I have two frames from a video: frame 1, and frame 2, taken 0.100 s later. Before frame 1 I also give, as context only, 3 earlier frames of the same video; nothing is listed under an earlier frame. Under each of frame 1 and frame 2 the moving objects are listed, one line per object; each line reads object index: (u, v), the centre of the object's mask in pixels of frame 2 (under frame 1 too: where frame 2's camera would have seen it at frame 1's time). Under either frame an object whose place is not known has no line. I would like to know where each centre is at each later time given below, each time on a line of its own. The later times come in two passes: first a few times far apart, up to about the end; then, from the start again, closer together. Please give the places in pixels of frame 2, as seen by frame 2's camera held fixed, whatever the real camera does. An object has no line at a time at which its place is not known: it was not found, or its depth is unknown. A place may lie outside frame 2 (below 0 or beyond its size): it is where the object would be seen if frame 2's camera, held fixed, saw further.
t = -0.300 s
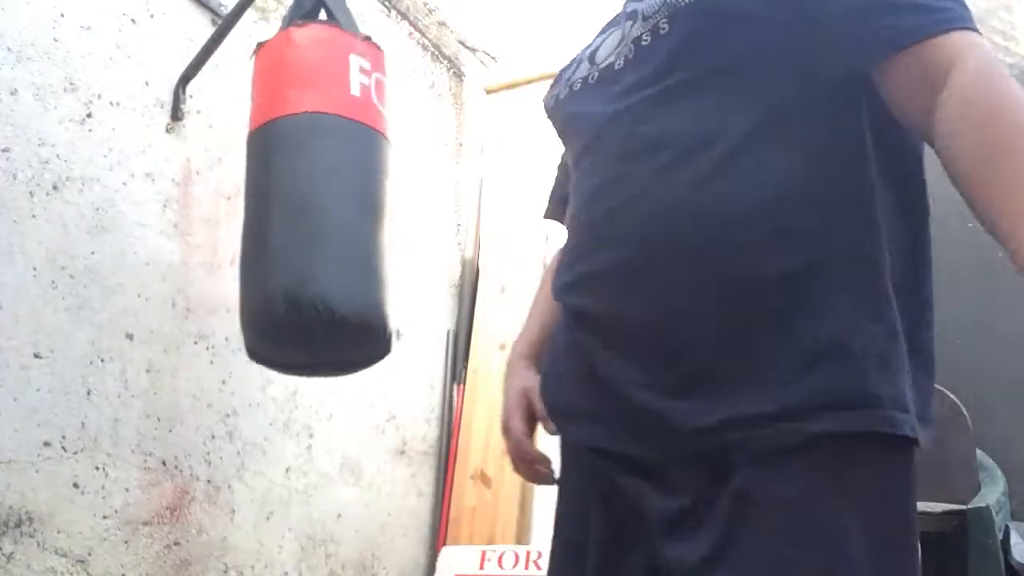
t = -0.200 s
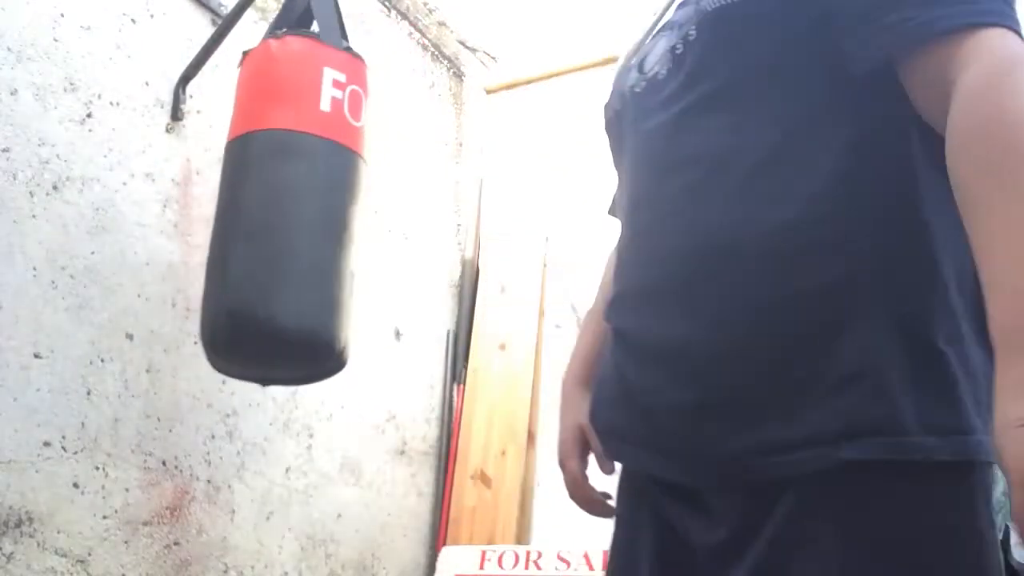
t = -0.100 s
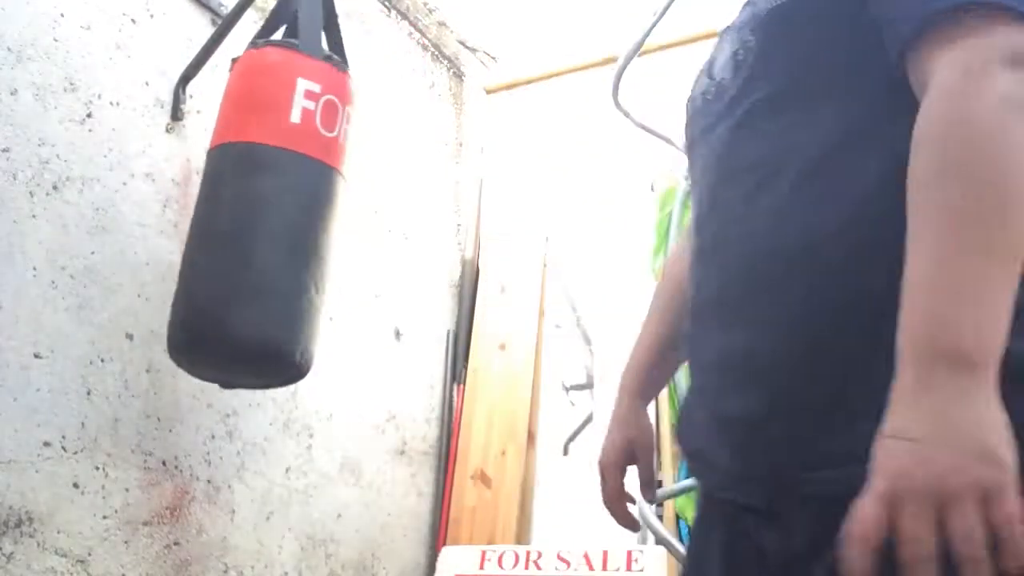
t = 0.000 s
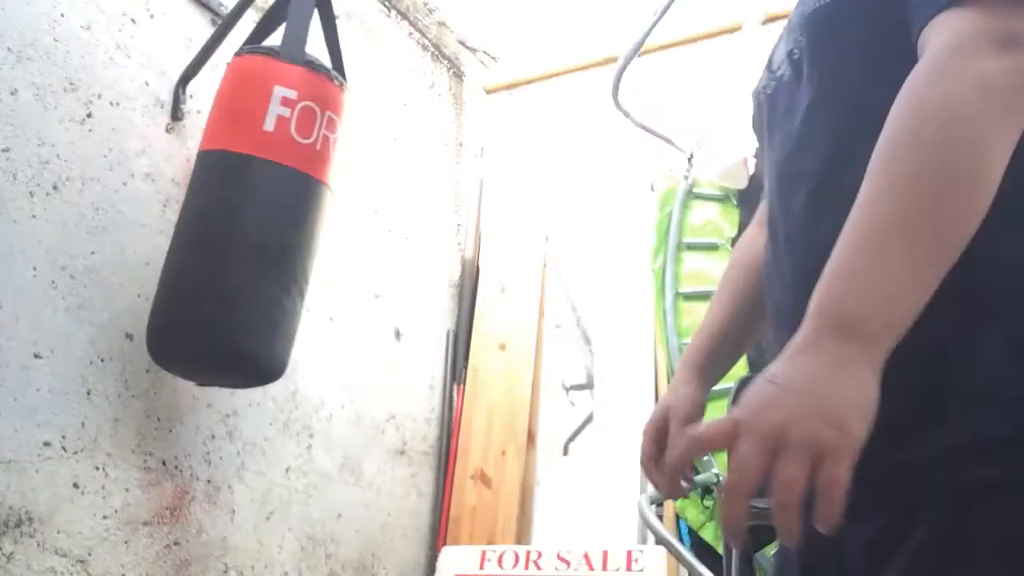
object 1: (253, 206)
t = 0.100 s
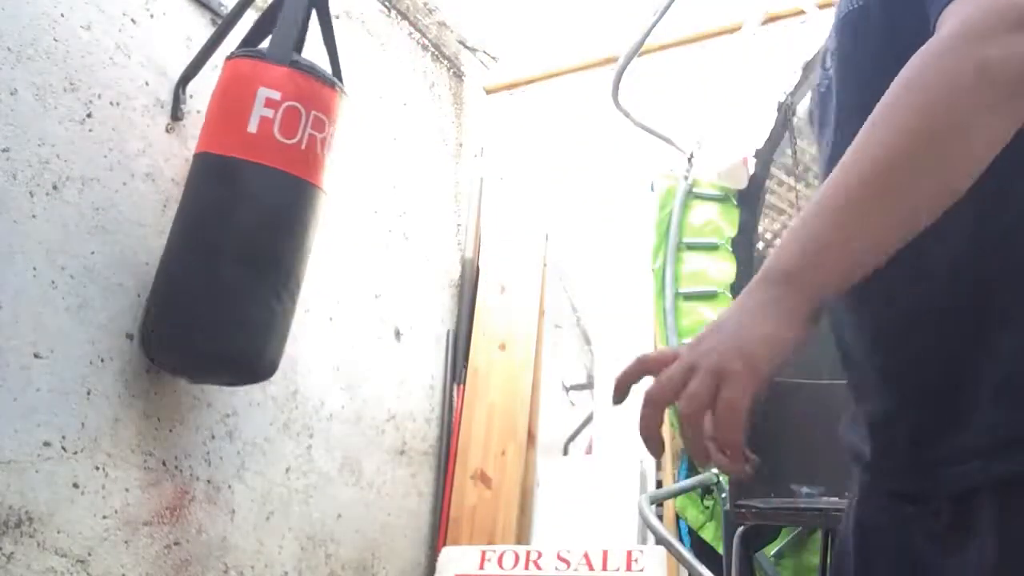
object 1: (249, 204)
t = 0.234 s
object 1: (262, 206)
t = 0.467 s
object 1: (309, 208)
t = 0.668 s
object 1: (358, 198)
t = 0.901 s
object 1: (386, 185)
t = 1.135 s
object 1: (360, 193)
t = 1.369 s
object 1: (302, 206)
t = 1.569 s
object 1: (264, 207)
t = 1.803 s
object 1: (254, 204)
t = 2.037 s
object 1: (281, 208)
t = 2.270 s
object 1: (334, 204)
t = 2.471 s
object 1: (373, 191)
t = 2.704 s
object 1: (378, 187)
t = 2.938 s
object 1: (335, 200)
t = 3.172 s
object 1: (282, 208)
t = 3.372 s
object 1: (257, 206)
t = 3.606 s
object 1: (262, 206)
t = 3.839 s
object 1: (298, 208)
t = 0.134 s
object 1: (251, 204)
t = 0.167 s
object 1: (254, 205)
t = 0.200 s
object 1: (258, 205)
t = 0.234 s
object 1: (262, 206)
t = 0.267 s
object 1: (267, 207)
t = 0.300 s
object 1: (273, 208)
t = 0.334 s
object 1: (279, 209)
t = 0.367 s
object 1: (286, 209)
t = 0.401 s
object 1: (293, 209)
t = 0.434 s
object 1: (301, 209)
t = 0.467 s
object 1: (309, 208)
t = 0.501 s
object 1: (318, 207)
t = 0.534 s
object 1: (326, 206)
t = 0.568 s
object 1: (334, 204)
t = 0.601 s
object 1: (343, 202)
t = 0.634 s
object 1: (351, 200)
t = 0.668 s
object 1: (358, 198)
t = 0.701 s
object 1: (365, 195)
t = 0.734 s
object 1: (371, 193)
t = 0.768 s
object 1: (376, 190)
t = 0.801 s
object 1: (380, 188)
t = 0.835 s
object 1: (383, 187)
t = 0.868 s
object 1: (385, 186)
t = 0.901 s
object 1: (386, 185)
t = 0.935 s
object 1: (386, 185)
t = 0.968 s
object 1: (384, 185)
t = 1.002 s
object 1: (381, 186)
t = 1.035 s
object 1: (377, 187)
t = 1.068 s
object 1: (372, 189)
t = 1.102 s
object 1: (366, 191)
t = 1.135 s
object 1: (360, 193)
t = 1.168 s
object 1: (352, 195)
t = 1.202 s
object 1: (345, 198)
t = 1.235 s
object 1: (336, 200)
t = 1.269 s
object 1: (328, 202)
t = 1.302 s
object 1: (319, 203)
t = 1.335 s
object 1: (311, 205)
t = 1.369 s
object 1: (302, 206)
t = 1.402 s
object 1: (295, 207)
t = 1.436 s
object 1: (287, 207)
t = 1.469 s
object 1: (280, 207)
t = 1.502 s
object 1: (274, 207)
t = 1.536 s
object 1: (269, 207)
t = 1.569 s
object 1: (264, 207)
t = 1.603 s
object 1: (260, 206)
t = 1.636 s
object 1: (257, 206)
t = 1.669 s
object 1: (255, 205)
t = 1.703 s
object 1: (253, 204)
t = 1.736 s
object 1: (253, 204)
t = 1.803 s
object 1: (254, 204)
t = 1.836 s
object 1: (256, 205)
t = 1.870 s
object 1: (258, 205)
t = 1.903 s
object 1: (261, 206)
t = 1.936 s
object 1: (265, 207)
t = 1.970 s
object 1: (270, 207)
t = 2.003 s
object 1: (275, 208)
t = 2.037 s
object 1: (281, 208)
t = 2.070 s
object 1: (288, 209)
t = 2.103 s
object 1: (295, 209)
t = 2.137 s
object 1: (302, 208)
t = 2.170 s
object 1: (310, 208)
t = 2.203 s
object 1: (318, 207)
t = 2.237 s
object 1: (326, 206)
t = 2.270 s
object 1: (334, 204)
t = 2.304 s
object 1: (342, 202)
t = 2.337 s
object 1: (349, 200)
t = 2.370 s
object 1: (356, 198)
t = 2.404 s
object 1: (363, 196)
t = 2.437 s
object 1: (368, 193)
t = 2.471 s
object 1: (373, 191)
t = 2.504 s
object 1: (377, 189)
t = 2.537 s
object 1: (380, 188)
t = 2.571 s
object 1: (382, 186)
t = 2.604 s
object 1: (382, 186)
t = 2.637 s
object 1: (382, 186)
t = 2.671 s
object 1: (381, 186)
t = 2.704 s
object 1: (378, 187)
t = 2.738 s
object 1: (374, 188)
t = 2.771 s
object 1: (369, 190)
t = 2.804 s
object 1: (364, 192)
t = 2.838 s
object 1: (358, 194)
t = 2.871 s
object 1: (351, 196)
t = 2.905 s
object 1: (343, 198)
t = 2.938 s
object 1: (335, 200)
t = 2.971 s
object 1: (327, 202)
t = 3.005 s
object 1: (319, 204)
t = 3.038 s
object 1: (311, 207)
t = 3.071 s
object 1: (303, 207)
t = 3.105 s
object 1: (296, 207)
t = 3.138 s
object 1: (289, 208)
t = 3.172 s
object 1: (282, 208)
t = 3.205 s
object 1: (276, 208)
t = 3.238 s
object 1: (271, 207)
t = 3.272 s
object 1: (266, 207)
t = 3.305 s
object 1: (263, 206)
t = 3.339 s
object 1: (260, 206)
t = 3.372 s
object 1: (257, 206)
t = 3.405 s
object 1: (256, 205)
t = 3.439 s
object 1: (255, 205)
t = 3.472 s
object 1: (255, 205)
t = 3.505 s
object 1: (255, 205)
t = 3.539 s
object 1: (257, 205)
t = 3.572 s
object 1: (259, 206)
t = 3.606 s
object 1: (262, 206)
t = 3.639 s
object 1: (265, 207)
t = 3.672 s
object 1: (269, 207)
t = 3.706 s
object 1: (274, 208)
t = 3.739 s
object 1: (279, 208)
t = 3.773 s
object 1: (285, 208)
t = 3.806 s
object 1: (292, 209)
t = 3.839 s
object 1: (298, 208)
